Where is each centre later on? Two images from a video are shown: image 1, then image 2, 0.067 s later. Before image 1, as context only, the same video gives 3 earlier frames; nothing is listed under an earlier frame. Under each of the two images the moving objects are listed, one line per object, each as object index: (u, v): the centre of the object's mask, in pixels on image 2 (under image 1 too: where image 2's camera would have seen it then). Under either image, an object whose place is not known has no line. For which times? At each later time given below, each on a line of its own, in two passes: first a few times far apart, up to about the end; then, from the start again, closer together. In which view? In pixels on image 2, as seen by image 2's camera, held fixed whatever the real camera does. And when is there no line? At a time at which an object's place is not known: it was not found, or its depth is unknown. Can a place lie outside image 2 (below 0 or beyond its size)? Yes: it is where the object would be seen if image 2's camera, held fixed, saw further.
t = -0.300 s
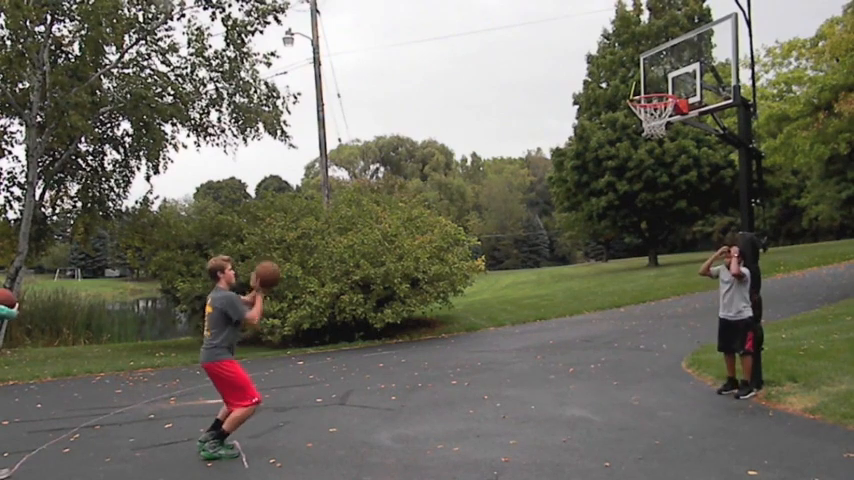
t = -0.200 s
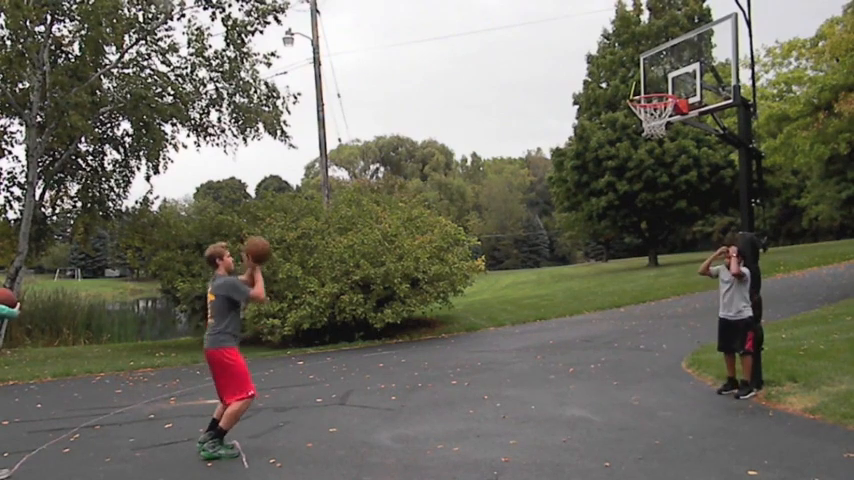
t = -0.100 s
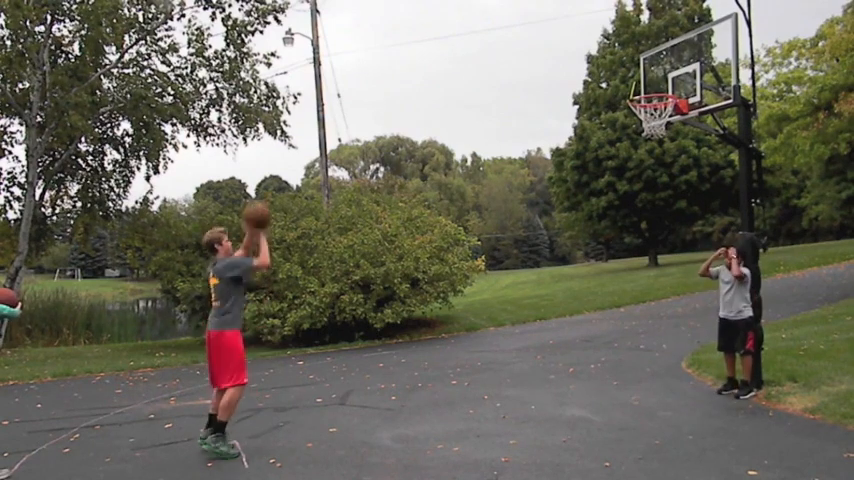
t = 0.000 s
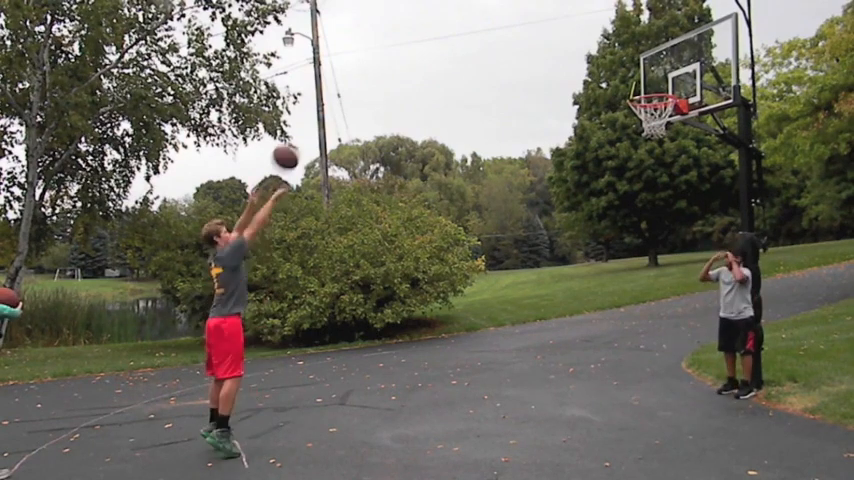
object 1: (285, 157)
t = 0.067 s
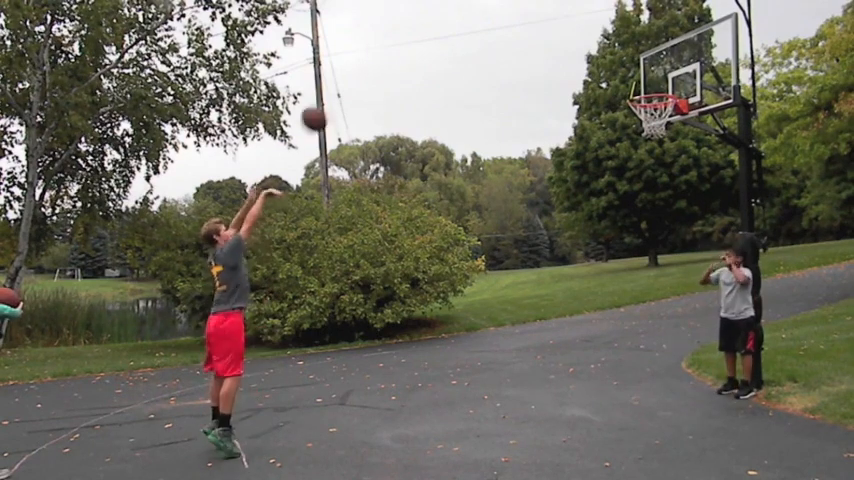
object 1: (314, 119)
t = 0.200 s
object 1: (369, 59)
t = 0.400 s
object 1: (447, 10)
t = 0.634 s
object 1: (532, 8)
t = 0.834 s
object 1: (600, 46)
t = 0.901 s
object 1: (633, 79)
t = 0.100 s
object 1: (328, 101)
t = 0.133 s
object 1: (341, 86)
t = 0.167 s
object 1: (355, 71)
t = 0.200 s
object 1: (369, 59)
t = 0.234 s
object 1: (382, 47)
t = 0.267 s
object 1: (395, 37)
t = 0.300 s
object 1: (409, 28)
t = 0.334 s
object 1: (421, 20)
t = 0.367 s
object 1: (434, 13)
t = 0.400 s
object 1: (447, 10)
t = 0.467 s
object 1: (472, 6)
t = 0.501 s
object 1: (484, 6)
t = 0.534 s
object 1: (497, 6)
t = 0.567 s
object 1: (508, 6)
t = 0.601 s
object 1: (521, 7)
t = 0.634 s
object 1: (532, 8)
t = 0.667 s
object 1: (544, 10)
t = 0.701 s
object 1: (556, 15)
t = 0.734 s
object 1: (567, 21)
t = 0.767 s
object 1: (578, 28)
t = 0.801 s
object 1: (589, 36)
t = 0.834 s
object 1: (600, 46)
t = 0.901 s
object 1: (633, 79)
